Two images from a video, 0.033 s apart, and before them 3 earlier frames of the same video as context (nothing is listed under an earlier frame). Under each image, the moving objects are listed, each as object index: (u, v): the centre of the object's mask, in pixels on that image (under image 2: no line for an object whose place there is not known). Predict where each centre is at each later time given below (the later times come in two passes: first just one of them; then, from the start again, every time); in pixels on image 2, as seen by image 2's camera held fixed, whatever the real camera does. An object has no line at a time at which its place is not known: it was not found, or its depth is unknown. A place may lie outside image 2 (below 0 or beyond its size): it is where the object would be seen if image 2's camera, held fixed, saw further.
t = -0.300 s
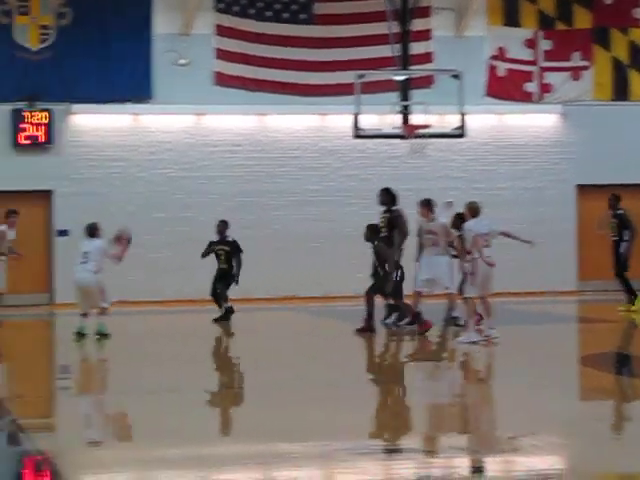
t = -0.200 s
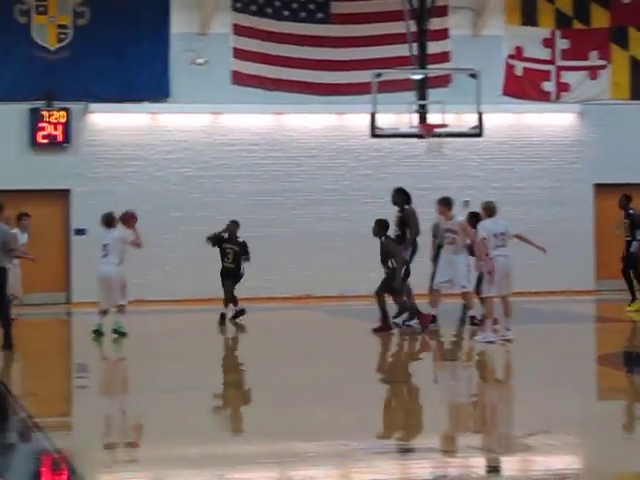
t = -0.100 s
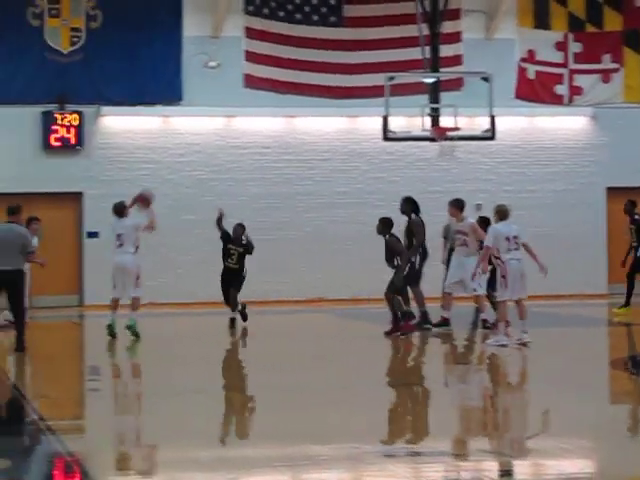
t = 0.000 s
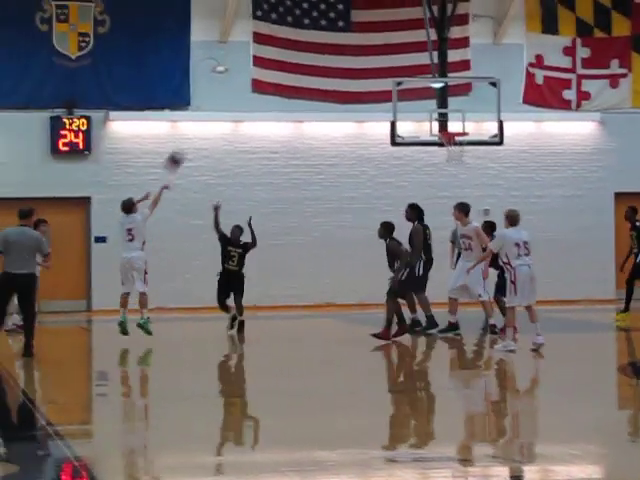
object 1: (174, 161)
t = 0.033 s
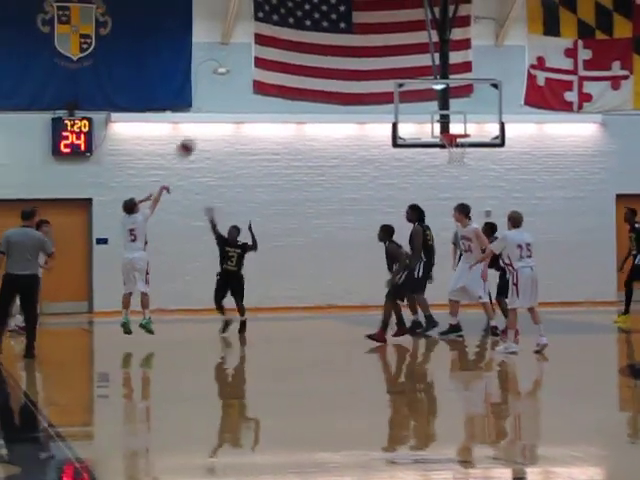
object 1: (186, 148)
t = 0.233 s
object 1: (242, 82)
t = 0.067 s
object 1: (195, 136)
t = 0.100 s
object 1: (205, 121)
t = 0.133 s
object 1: (214, 111)
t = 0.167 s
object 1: (224, 100)
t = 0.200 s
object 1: (233, 91)
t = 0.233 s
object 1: (242, 82)
